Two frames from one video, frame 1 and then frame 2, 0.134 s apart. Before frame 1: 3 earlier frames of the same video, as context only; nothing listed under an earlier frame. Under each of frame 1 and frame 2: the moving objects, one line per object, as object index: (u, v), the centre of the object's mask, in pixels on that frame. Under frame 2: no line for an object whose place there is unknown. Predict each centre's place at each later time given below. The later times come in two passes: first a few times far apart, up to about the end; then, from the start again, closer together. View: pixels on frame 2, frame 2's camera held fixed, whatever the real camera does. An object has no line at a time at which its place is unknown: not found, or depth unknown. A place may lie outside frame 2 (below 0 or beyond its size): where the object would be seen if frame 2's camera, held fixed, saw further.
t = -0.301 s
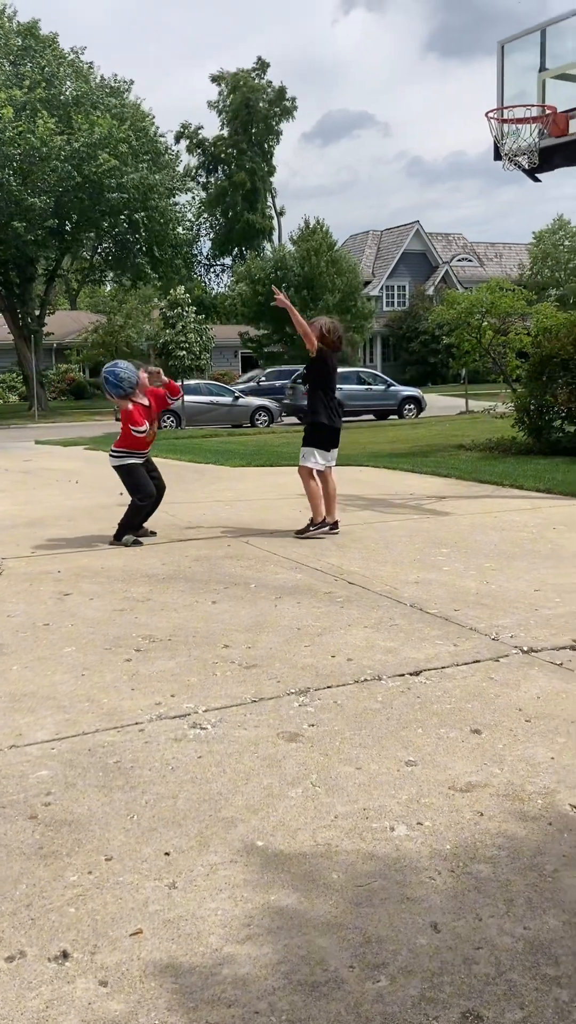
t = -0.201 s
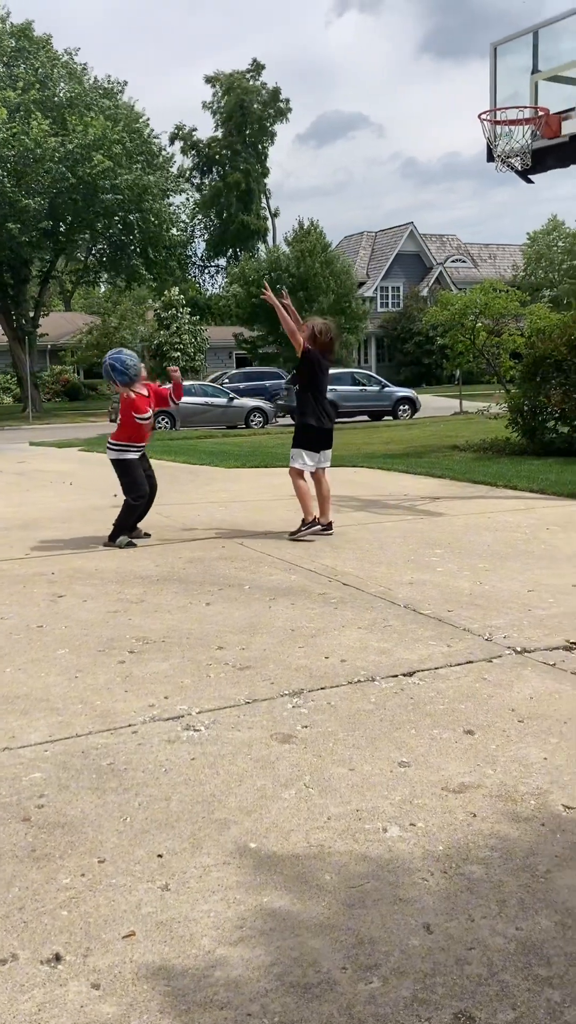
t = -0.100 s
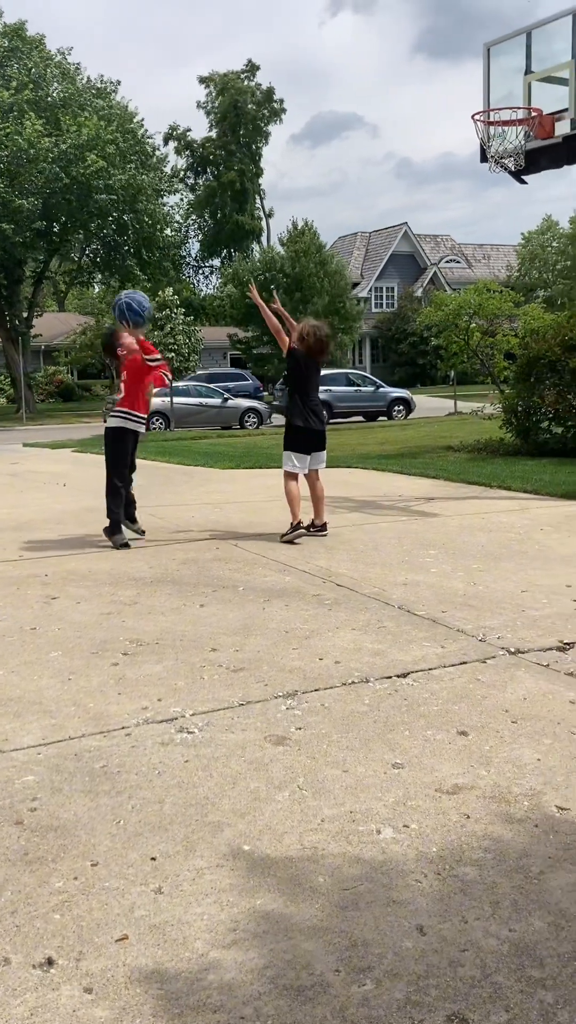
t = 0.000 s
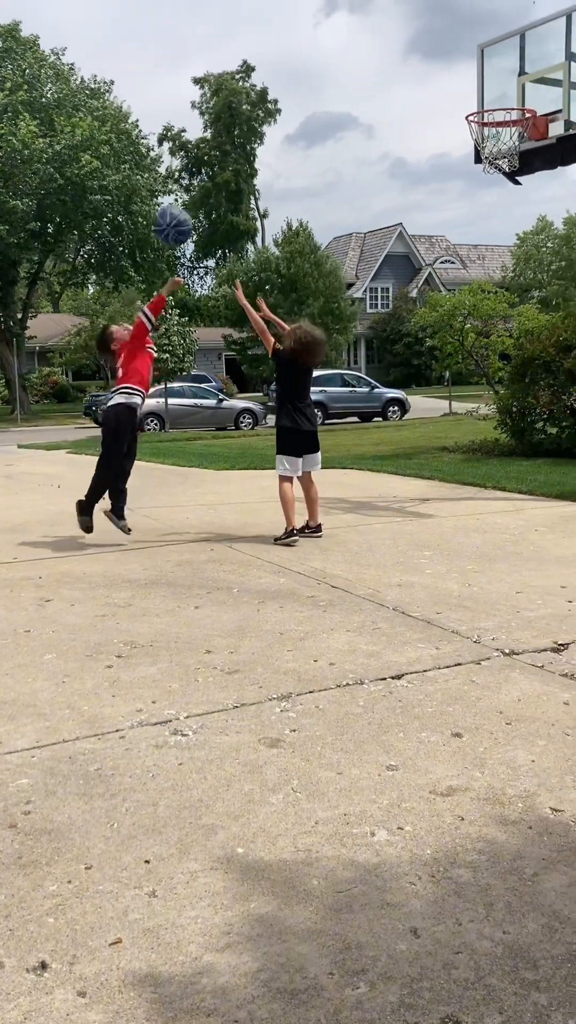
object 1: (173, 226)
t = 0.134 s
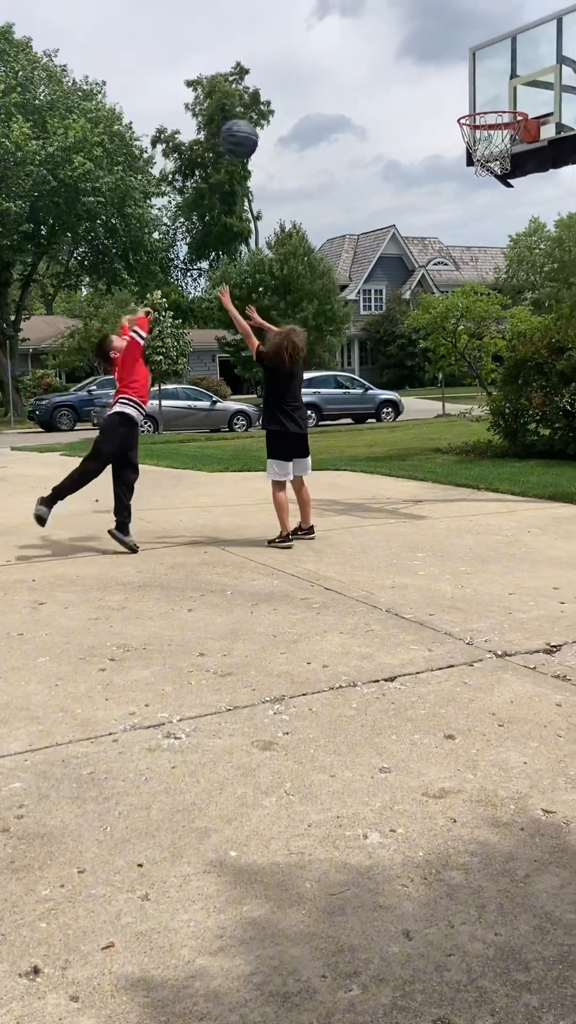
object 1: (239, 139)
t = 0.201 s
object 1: (275, 108)
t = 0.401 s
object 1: (375, 61)
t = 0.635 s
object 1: (481, 86)
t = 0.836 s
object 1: (458, 102)
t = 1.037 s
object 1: (372, 135)
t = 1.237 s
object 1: (291, 223)
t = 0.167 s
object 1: (258, 122)
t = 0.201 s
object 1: (275, 108)
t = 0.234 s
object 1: (292, 95)
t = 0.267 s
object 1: (309, 85)
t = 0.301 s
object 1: (326, 75)
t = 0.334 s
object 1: (343, 69)
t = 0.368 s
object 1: (359, 64)
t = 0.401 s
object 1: (375, 61)
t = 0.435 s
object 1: (391, 59)
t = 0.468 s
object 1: (407, 59)
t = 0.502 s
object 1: (422, 61)
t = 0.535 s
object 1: (437, 65)
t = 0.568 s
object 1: (452, 70)
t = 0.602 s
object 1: (467, 77)
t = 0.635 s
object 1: (481, 86)
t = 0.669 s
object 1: (495, 94)
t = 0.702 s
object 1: (508, 105)
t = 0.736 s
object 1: (503, 107)
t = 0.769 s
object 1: (489, 103)
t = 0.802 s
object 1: (473, 100)
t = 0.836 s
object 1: (458, 102)
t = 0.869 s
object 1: (444, 103)
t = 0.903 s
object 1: (429, 106)
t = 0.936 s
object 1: (414, 111)
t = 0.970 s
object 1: (400, 117)
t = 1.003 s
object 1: (386, 125)
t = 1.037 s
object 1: (372, 135)
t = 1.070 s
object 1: (358, 146)
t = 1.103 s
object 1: (344, 159)
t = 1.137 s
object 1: (330, 173)
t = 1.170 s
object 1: (316, 188)
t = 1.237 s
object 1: (291, 223)
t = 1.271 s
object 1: (278, 244)
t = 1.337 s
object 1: (254, 287)
